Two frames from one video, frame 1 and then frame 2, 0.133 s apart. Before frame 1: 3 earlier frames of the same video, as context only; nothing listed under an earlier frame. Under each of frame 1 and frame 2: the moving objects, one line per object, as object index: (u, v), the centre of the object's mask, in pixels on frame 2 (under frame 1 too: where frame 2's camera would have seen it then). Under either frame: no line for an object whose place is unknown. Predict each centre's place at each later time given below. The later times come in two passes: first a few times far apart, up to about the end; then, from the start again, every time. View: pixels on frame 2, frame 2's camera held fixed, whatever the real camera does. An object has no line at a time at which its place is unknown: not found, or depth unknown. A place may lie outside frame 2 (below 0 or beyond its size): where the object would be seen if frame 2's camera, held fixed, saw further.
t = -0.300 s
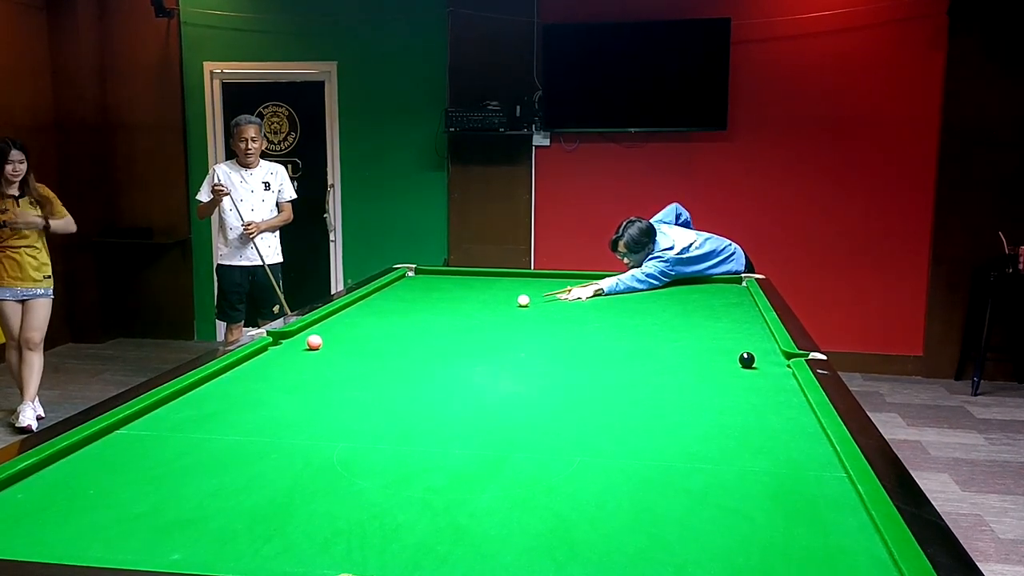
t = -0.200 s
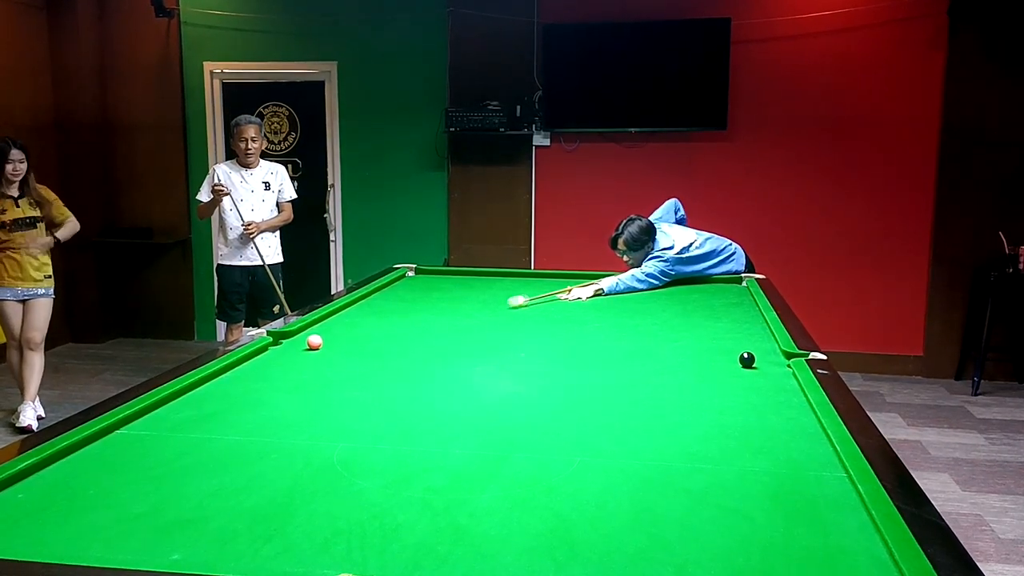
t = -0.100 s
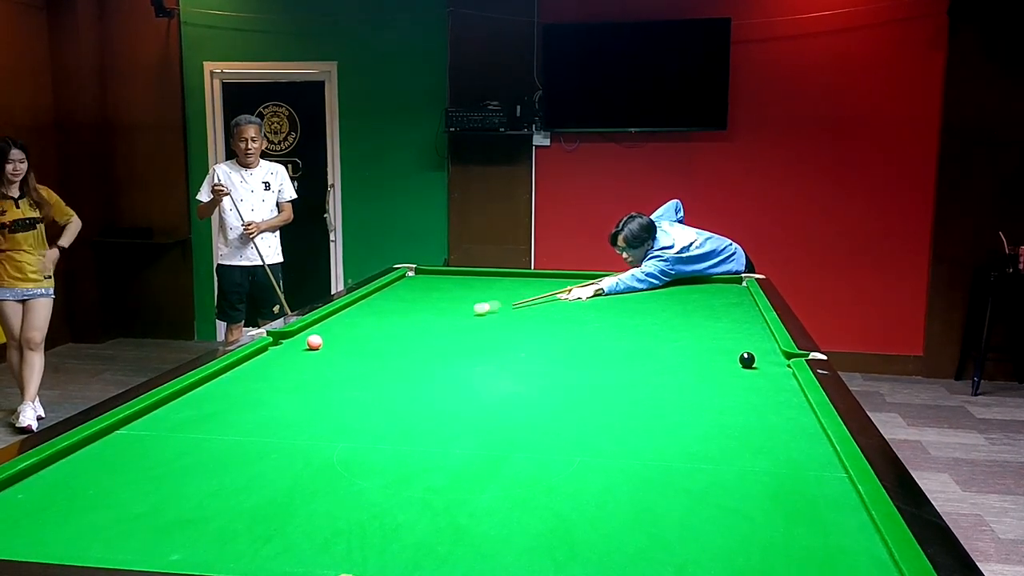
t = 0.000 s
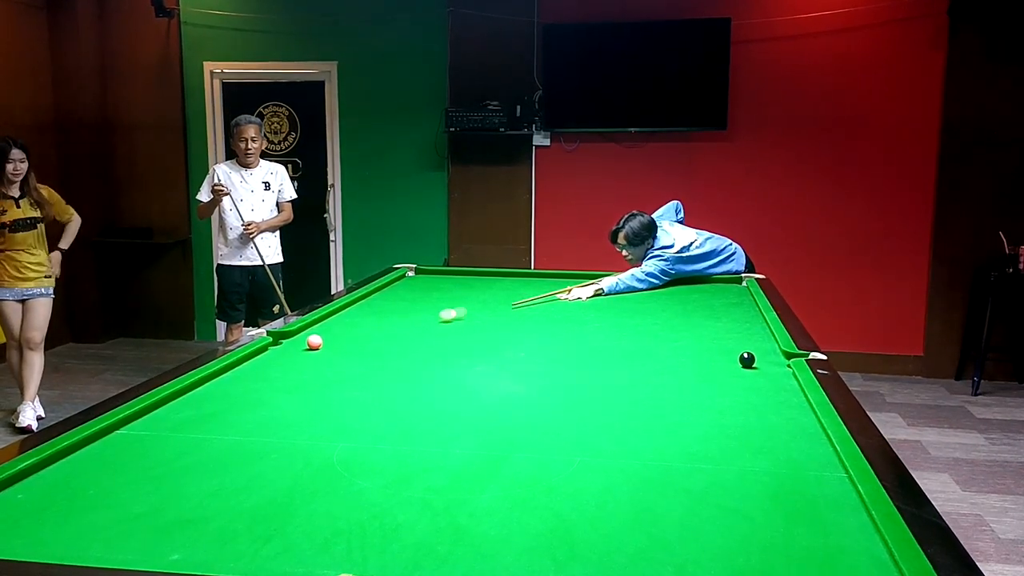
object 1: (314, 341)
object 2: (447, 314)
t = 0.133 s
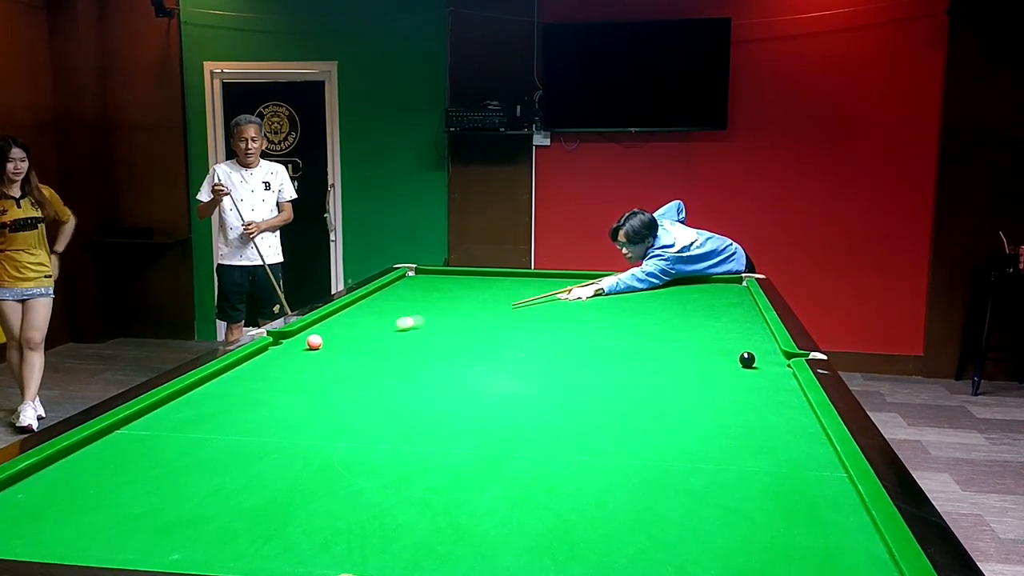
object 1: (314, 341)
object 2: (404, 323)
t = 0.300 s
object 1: (314, 341)
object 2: (351, 334)
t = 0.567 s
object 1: (259, 354)
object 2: (316, 340)
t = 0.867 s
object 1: (262, 370)
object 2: (288, 346)
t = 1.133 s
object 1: (265, 385)
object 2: (265, 350)
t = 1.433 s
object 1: (267, 405)
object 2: (266, 354)
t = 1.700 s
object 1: (270, 423)
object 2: (267, 358)
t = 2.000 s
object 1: (273, 447)
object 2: (268, 362)
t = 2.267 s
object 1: (276, 470)
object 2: (270, 364)
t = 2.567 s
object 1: (280, 500)
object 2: (270, 367)
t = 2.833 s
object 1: (284, 528)
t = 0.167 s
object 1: (314, 341)
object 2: (393, 325)
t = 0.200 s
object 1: (314, 341)
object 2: (383, 327)
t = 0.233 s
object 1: (314, 341)
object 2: (372, 329)
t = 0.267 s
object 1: (314, 341)
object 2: (361, 331)
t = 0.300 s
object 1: (314, 341)
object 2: (351, 334)
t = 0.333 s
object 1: (314, 341)
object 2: (339, 336)
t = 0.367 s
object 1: (314, 341)
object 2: (329, 338)
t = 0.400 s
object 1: (305, 343)
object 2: (326, 339)
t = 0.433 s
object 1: (294, 346)
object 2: (325, 339)
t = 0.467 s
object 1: (282, 348)
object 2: (323, 339)
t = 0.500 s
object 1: (272, 350)
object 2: (321, 340)
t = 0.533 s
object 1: (262, 352)
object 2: (319, 340)
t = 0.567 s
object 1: (259, 354)
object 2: (316, 340)
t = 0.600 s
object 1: (259, 356)
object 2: (313, 341)
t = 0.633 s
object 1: (260, 358)
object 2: (310, 342)
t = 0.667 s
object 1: (260, 360)
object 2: (307, 342)
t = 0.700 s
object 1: (261, 361)
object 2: (303, 343)
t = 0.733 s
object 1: (261, 363)
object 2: (301, 343)
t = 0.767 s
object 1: (261, 365)
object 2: (298, 344)
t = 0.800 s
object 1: (262, 367)
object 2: (294, 345)
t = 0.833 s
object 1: (262, 368)
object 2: (291, 345)
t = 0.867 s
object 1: (262, 370)
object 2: (288, 346)
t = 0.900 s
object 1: (263, 372)
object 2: (285, 346)
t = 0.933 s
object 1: (263, 374)
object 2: (282, 347)
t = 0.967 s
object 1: (263, 376)
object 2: (279, 347)
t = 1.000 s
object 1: (264, 378)
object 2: (276, 348)
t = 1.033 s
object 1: (264, 380)
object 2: (272, 349)
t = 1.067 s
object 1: (264, 381)
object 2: (270, 349)
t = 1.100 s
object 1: (265, 383)
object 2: (267, 350)
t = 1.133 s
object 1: (265, 385)
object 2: (265, 350)
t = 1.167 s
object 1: (265, 387)
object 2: (264, 351)
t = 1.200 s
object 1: (265, 389)
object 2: (264, 351)
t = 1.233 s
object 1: (266, 392)
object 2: (264, 351)
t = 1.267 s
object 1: (266, 394)
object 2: (265, 352)
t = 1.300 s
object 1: (266, 396)
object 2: (265, 352)
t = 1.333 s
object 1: (267, 398)
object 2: (265, 353)
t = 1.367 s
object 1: (267, 400)
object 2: (265, 354)
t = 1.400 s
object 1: (267, 403)
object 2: (266, 354)
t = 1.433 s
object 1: (267, 405)
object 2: (266, 354)
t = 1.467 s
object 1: (268, 407)
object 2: (266, 355)
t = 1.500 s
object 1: (268, 409)
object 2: (266, 355)
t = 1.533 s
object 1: (268, 412)
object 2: (266, 356)
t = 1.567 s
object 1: (269, 414)
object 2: (266, 356)
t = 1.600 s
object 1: (269, 416)
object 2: (266, 357)
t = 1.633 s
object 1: (269, 418)
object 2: (266, 357)
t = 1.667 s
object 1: (270, 421)
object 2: (267, 358)
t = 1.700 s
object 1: (270, 423)
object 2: (267, 358)
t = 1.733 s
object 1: (271, 426)
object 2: (267, 358)
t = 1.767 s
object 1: (271, 428)
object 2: (267, 359)
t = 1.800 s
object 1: (271, 431)
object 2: (267, 360)
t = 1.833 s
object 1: (271, 434)
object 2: (267, 360)
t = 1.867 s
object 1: (272, 436)
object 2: (267, 360)
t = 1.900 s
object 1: (272, 439)
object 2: (268, 360)
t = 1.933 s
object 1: (273, 442)
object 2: (268, 361)
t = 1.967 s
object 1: (273, 444)
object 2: (268, 361)
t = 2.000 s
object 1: (273, 447)
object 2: (268, 362)
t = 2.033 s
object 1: (273, 450)
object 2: (268, 362)
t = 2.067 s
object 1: (274, 452)
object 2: (268, 362)
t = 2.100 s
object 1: (274, 455)
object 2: (269, 362)
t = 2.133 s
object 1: (275, 458)
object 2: (269, 363)
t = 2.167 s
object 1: (275, 461)
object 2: (269, 363)
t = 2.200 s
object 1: (276, 464)
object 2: (269, 363)
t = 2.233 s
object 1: (276, 467)
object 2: (269, 364)
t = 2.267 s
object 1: (276, 470)
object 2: (270, 364)
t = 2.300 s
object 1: (277, 474)
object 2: (269, 365)
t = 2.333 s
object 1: (277, 477)
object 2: (270, 366)
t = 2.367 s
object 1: (277, 480)
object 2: (269, 366)
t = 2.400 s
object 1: (278, 483)
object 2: (270, 366)
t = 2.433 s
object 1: (278, 486)
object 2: (269, 367)
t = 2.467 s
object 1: (278, 490)
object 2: (270, 367)
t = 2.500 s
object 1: (279, 493)
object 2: (270, 367)
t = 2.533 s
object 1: (279, 496)
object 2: (270, 367)
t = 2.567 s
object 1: (280, 500)
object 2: (270, 367)
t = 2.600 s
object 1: (280, 503)
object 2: (270, 367)
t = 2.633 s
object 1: (280, 506)
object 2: (270, 368)
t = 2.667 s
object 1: (281, 510)
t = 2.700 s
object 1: (281, 514)
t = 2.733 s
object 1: (282, 518)
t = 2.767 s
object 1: (282, 521)
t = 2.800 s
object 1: (283, 524)
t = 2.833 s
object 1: (284, 528)
